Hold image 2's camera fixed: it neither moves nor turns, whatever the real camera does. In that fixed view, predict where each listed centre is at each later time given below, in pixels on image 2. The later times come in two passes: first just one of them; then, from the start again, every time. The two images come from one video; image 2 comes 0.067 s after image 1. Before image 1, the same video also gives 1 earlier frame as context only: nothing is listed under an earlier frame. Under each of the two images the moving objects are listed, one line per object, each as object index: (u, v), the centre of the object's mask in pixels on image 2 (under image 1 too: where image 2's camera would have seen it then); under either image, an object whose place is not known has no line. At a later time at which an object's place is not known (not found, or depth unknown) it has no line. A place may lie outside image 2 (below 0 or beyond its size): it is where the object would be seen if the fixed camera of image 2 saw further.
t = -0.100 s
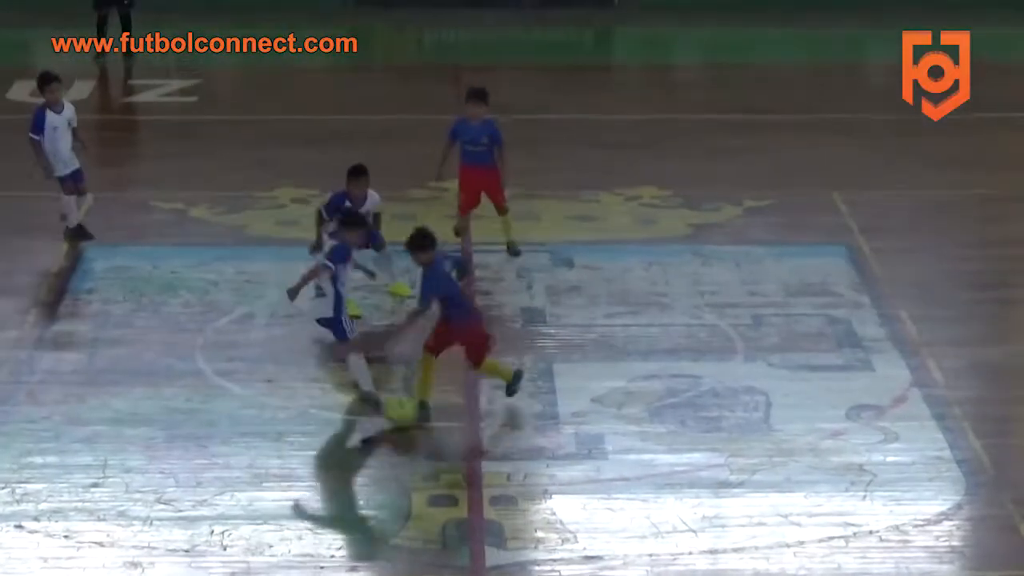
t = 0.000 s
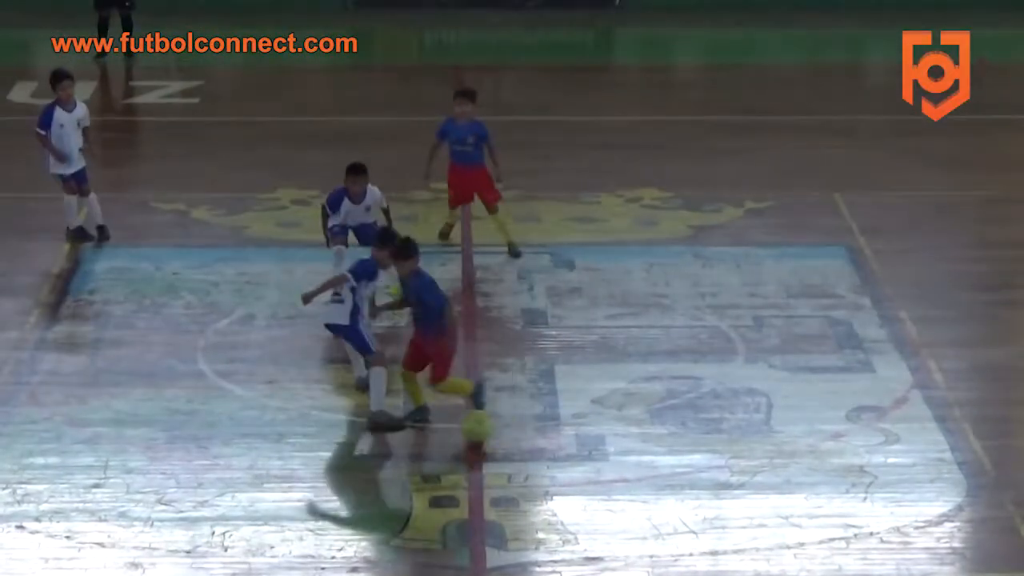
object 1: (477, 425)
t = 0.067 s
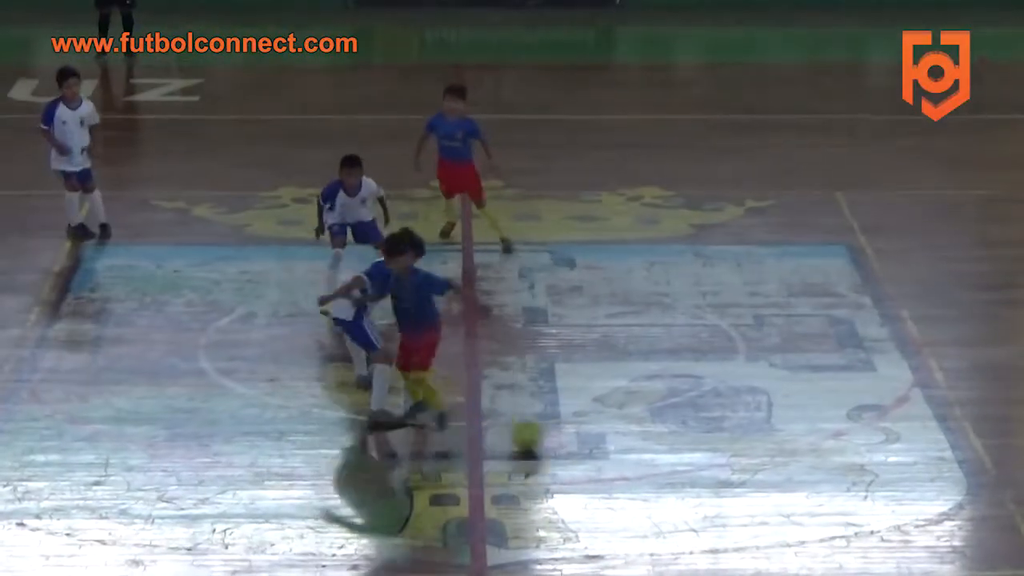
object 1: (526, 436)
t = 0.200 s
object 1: (612, 450)
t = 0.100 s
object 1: (549, 439)
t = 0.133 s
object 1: (570, 443)
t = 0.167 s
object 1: (592, 446)
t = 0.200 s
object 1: (612, 450)
